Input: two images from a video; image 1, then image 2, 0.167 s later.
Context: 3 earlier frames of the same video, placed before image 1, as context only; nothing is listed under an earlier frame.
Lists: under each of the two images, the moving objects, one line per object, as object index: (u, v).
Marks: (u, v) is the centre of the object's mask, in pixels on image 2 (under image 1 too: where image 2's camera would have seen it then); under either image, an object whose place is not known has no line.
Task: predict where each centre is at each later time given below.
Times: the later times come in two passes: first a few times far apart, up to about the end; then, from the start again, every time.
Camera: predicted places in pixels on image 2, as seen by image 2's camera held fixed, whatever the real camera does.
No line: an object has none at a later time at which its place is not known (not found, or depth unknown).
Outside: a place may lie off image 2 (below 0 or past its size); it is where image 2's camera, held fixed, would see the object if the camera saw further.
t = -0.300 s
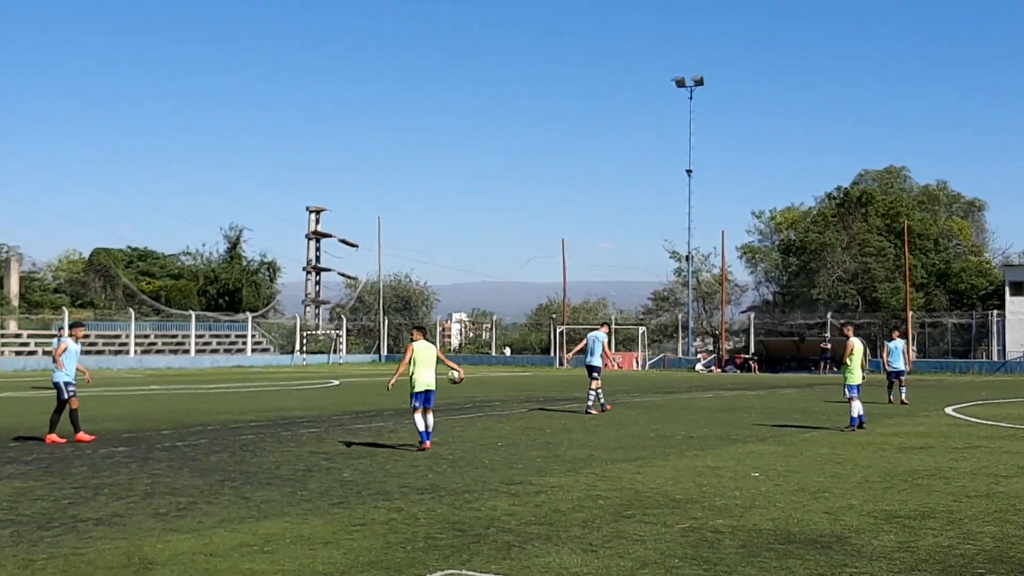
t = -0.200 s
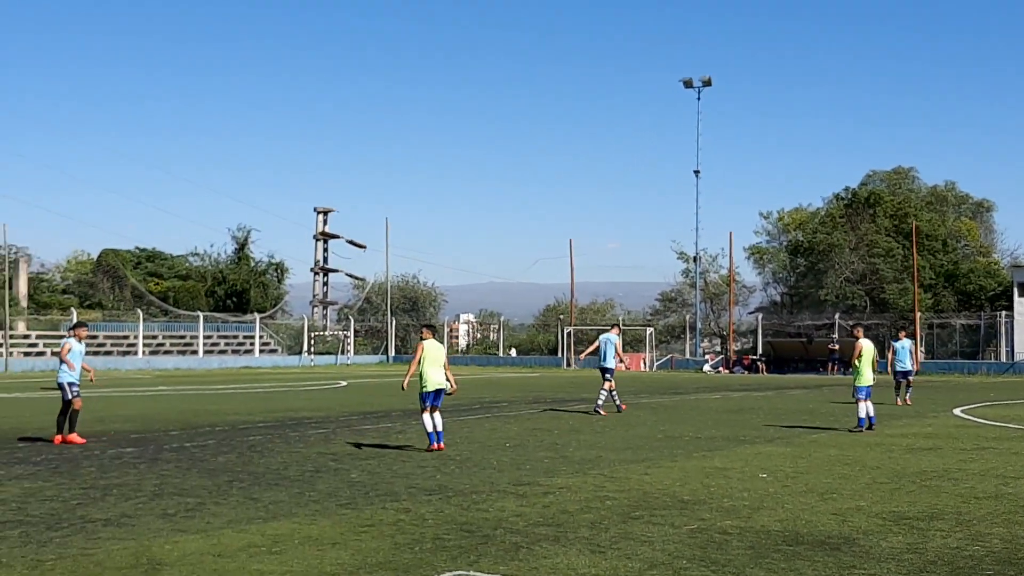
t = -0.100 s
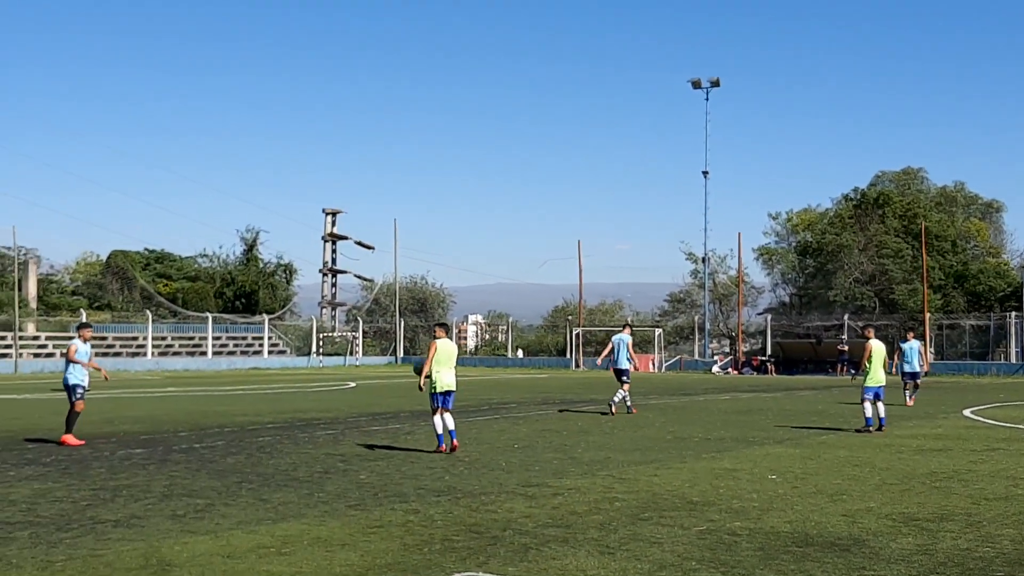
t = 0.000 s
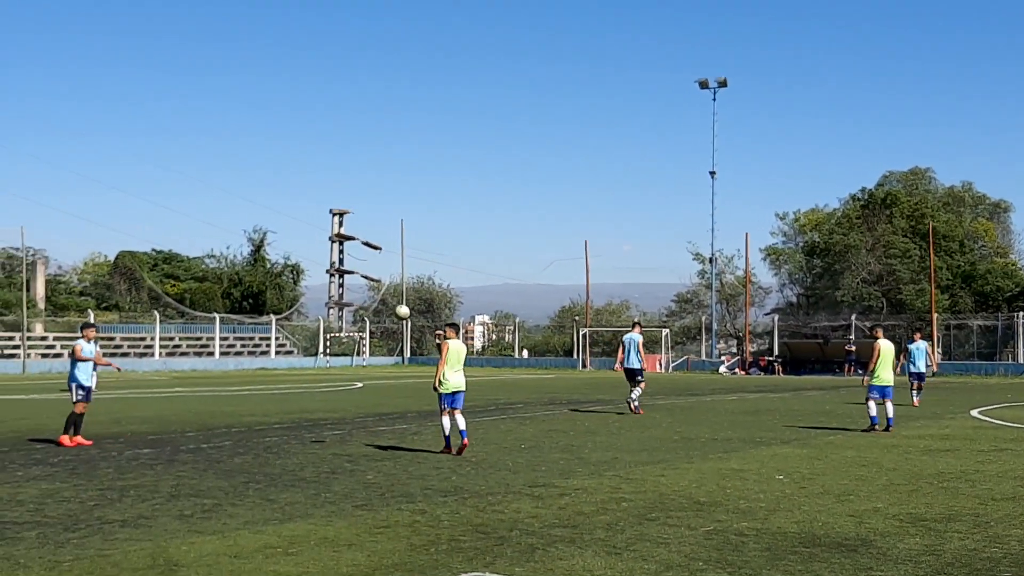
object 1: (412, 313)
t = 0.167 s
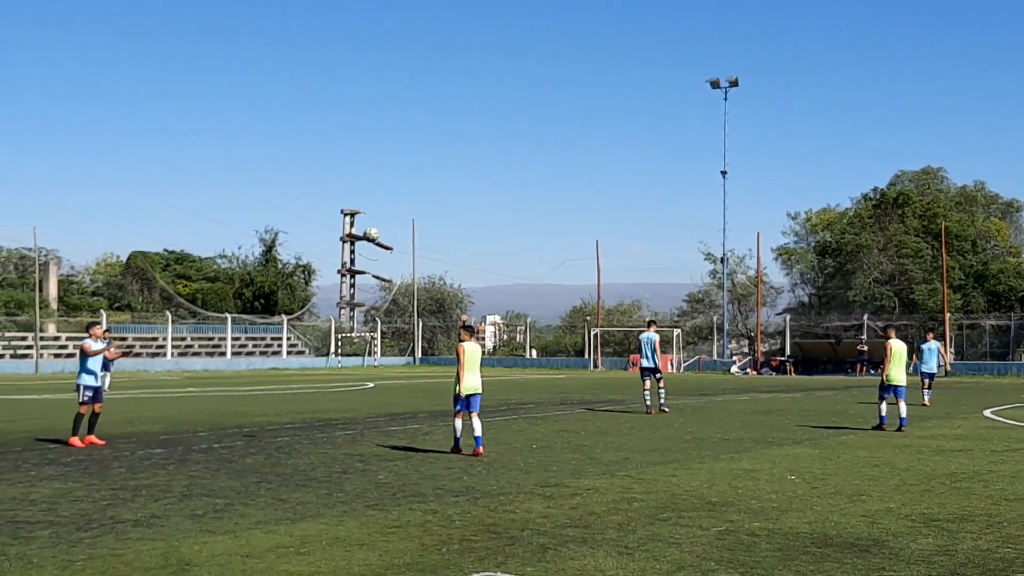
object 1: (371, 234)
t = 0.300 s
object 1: (339, 188)
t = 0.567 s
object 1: (277, 134)
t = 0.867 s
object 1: (212, 132)
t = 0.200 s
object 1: (363, 221)
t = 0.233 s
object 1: (355, 210)
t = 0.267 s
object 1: (347, 199)
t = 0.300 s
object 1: (339, 188)
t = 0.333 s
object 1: (331, 178)
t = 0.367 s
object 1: (324, 170)
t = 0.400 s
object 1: (316, 161)
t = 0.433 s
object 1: (308, 155)
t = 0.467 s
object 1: (300, 149)
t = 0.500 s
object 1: (292, 143)
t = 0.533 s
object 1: (285, 138)
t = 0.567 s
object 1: (277, 134)
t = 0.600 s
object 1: (270, 130)
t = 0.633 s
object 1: (262, 129)
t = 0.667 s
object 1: (255, 127)
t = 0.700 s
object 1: (248, 126)
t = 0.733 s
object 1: (240, 126)
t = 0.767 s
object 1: (233, 127)
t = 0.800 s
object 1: (226, 128)
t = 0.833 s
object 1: (218, 129)
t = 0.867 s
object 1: (212, 132)
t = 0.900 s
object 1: (204, 135)
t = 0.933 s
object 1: (198, 139)
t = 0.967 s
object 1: (190, 144)
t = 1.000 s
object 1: (183, 150)
